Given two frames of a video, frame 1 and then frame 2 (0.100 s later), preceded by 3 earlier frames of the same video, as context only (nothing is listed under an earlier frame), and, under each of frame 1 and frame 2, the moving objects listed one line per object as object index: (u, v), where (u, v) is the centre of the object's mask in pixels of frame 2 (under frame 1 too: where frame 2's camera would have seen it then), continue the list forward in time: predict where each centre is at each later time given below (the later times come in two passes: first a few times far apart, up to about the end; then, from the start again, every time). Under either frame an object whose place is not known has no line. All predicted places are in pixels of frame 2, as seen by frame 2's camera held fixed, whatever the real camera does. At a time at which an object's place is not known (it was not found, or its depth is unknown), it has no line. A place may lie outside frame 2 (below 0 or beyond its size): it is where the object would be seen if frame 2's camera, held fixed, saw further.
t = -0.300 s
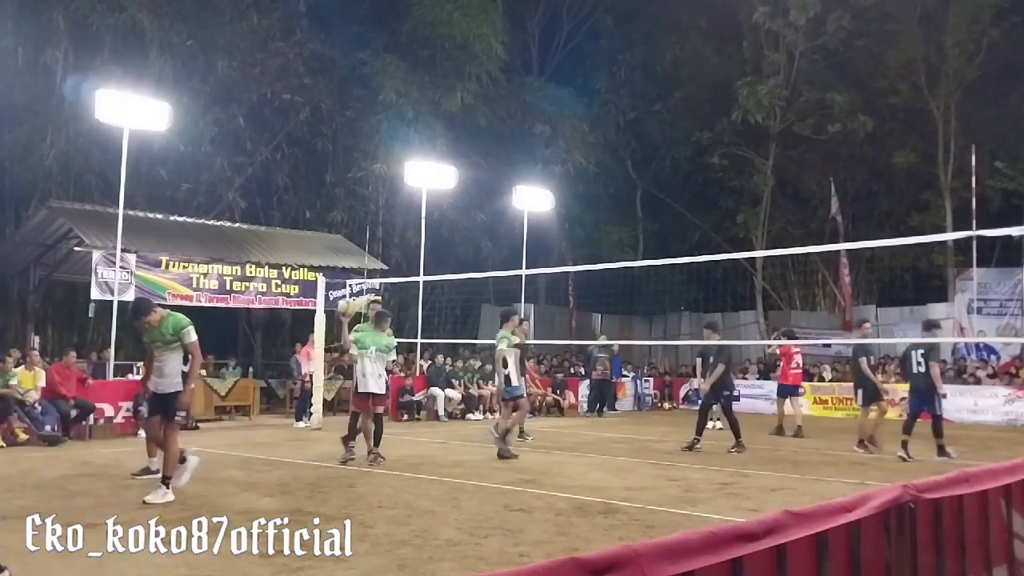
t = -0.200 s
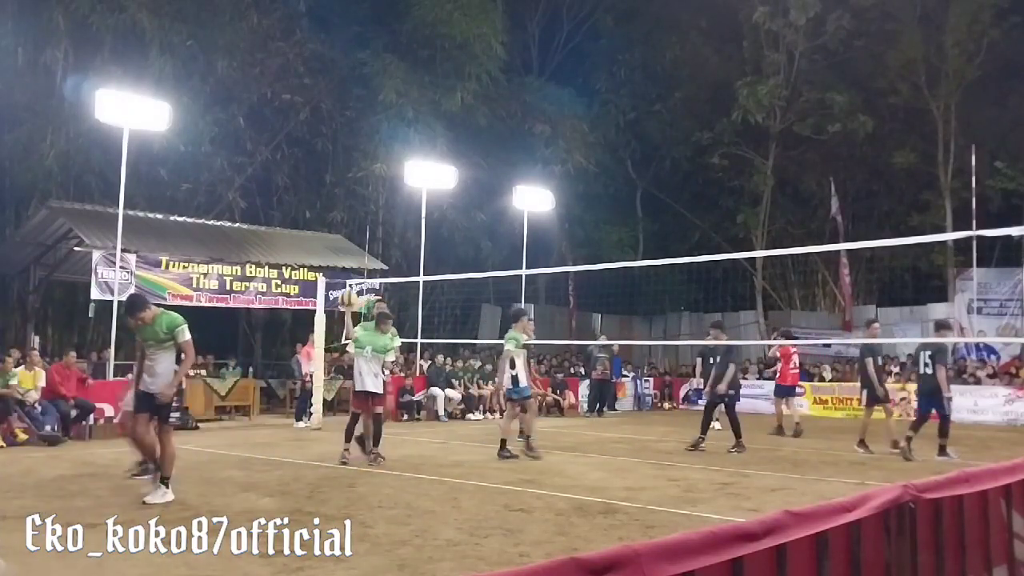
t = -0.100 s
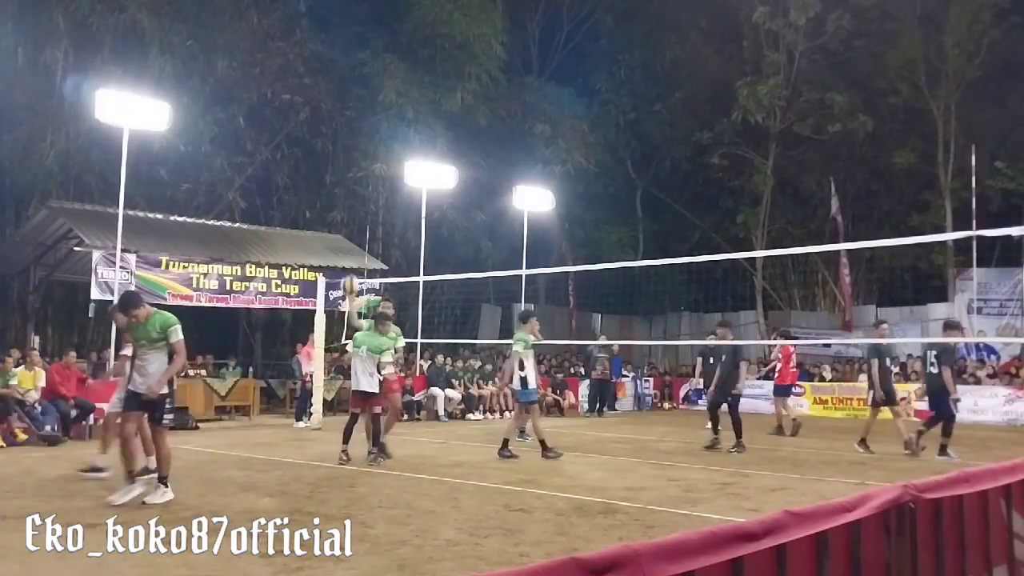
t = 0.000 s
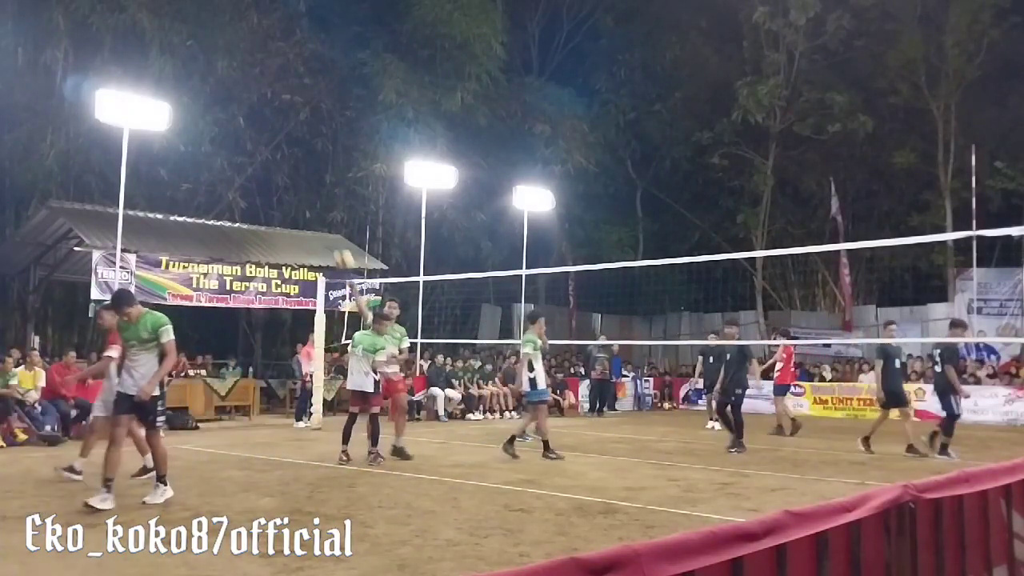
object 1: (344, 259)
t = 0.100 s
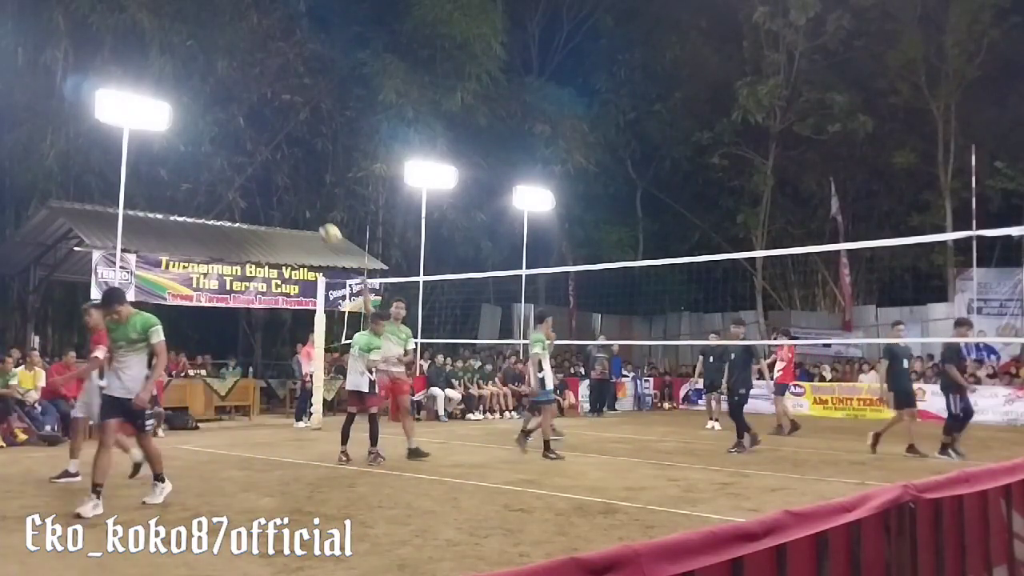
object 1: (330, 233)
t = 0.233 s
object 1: (310, 212)
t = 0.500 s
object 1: (259, 214)
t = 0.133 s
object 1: (325, 226)
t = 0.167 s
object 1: (320, 221)
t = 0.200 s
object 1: (315, 217)
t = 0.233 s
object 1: (310, 212)
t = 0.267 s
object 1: (304, 209)
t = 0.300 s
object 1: (299, 206)
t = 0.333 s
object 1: (293, 205)
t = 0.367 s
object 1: (286, 205)
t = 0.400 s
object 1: (280, 205)
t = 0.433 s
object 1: (273, 207)
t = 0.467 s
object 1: (266, 210)
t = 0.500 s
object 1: (259, 214)
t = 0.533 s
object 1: (251, 221)
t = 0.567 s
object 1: (243, 230)
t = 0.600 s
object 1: (234, 240)
